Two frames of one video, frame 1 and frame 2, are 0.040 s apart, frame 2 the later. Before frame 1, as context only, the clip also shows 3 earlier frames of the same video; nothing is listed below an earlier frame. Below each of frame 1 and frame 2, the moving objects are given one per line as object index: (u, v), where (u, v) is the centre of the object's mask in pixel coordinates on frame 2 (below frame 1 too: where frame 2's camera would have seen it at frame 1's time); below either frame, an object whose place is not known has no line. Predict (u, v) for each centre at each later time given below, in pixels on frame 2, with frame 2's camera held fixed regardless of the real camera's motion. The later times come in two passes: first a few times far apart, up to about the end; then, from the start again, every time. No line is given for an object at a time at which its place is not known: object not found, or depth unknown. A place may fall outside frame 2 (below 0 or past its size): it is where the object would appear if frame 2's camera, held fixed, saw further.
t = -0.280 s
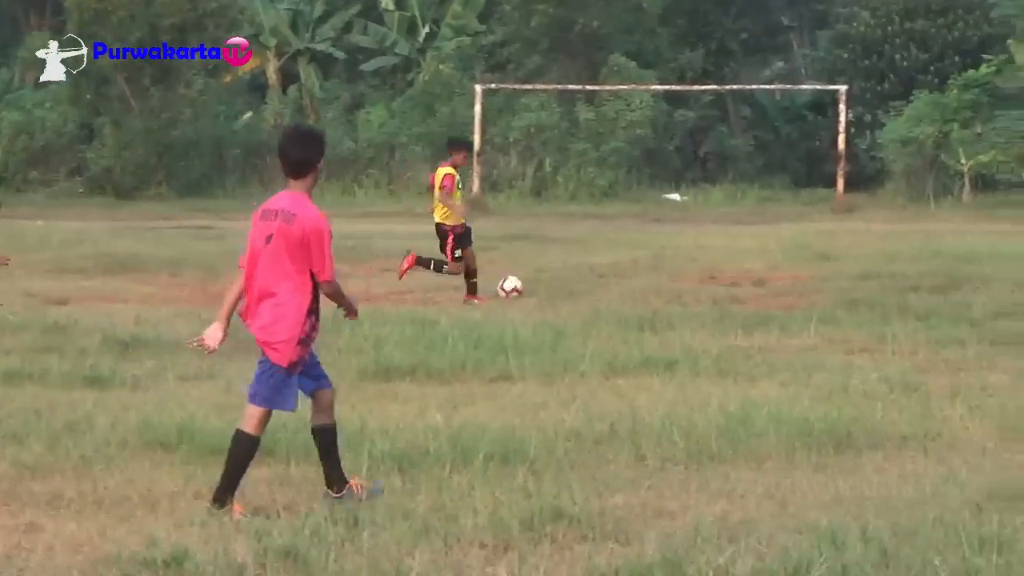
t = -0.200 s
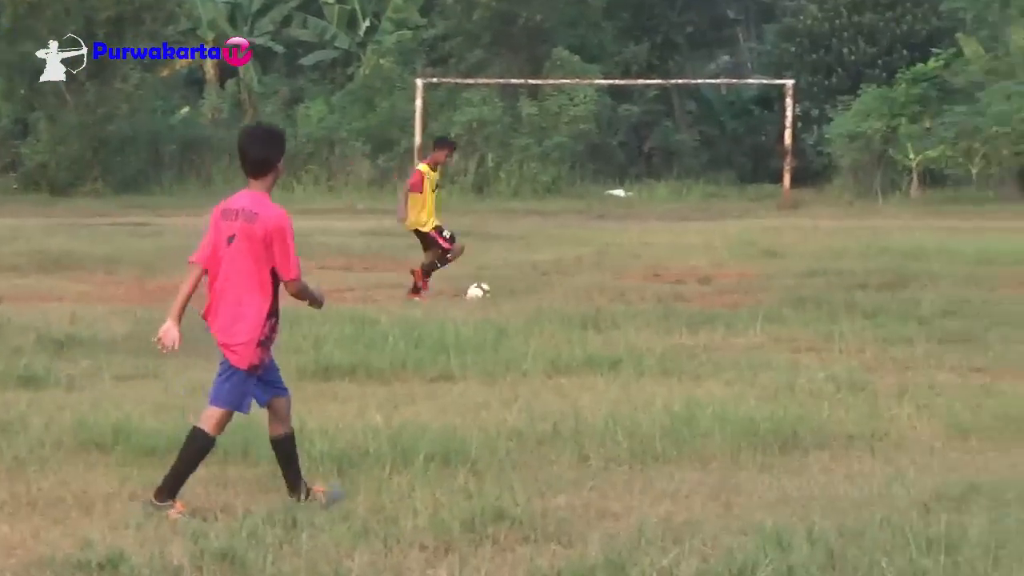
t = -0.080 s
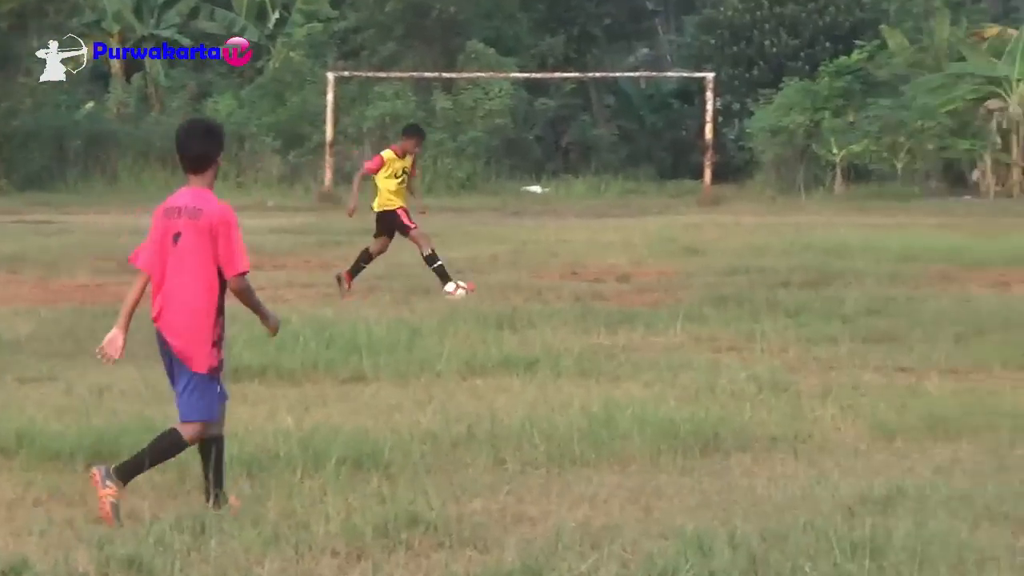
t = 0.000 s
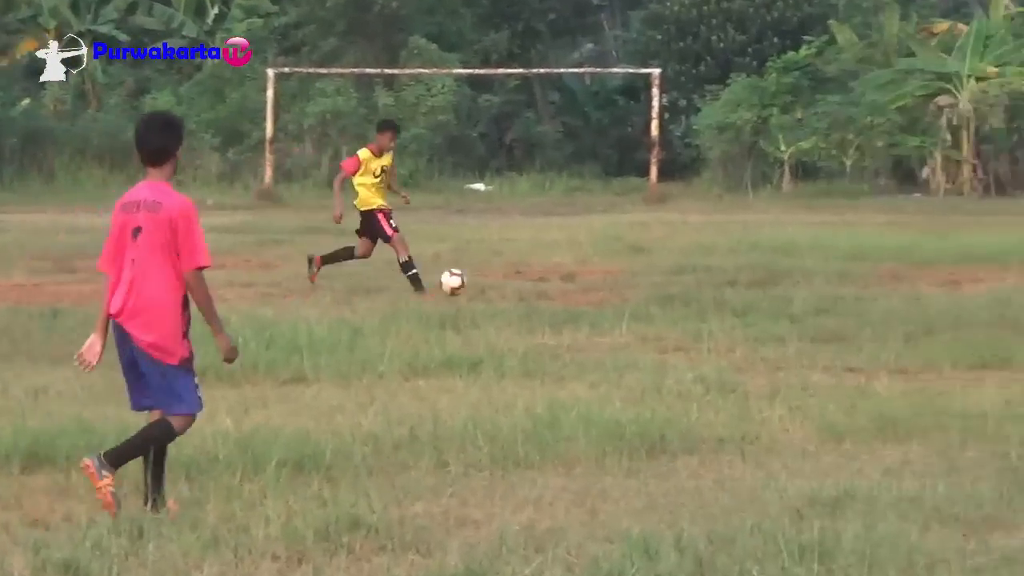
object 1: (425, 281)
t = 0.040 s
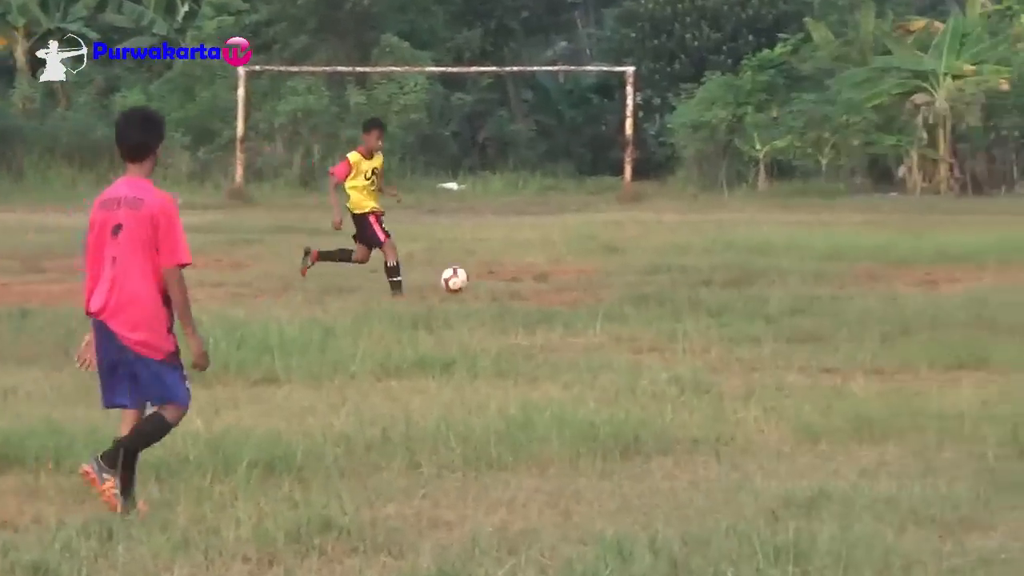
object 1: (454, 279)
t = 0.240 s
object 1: (597, 298)
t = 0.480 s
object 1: (755, 301)
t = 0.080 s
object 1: (481, 280)
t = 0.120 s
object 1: (510, 281)
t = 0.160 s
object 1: (539, 285)
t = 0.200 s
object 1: (569, 292)
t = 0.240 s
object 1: (597, 298)
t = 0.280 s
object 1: (625, 298)
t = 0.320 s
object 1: (650, 297)
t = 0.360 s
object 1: (676, 296)
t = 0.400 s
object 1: (702, 298)
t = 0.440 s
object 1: (729, 298)
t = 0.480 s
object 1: (755, 301)
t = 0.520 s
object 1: (781, 299)
